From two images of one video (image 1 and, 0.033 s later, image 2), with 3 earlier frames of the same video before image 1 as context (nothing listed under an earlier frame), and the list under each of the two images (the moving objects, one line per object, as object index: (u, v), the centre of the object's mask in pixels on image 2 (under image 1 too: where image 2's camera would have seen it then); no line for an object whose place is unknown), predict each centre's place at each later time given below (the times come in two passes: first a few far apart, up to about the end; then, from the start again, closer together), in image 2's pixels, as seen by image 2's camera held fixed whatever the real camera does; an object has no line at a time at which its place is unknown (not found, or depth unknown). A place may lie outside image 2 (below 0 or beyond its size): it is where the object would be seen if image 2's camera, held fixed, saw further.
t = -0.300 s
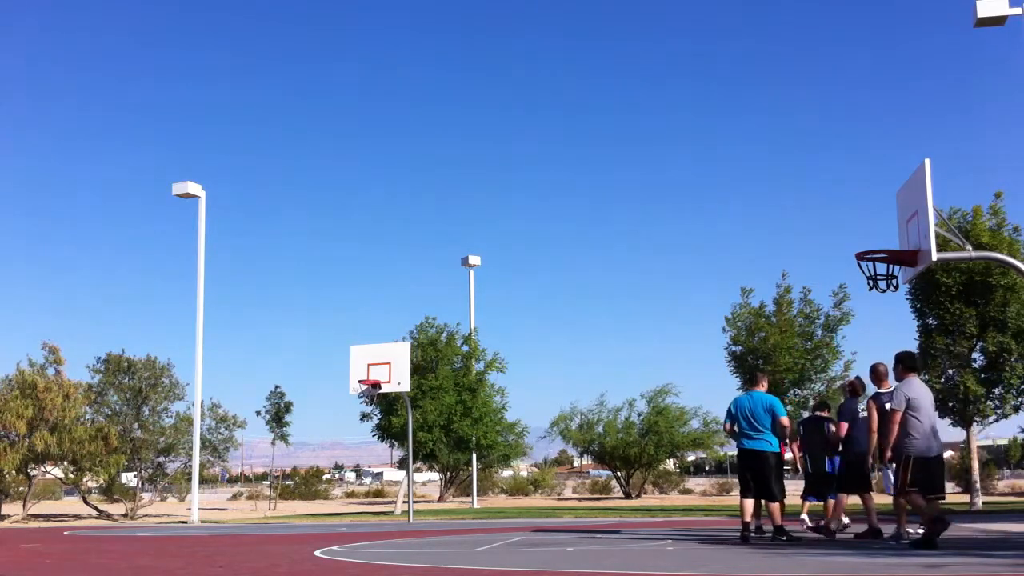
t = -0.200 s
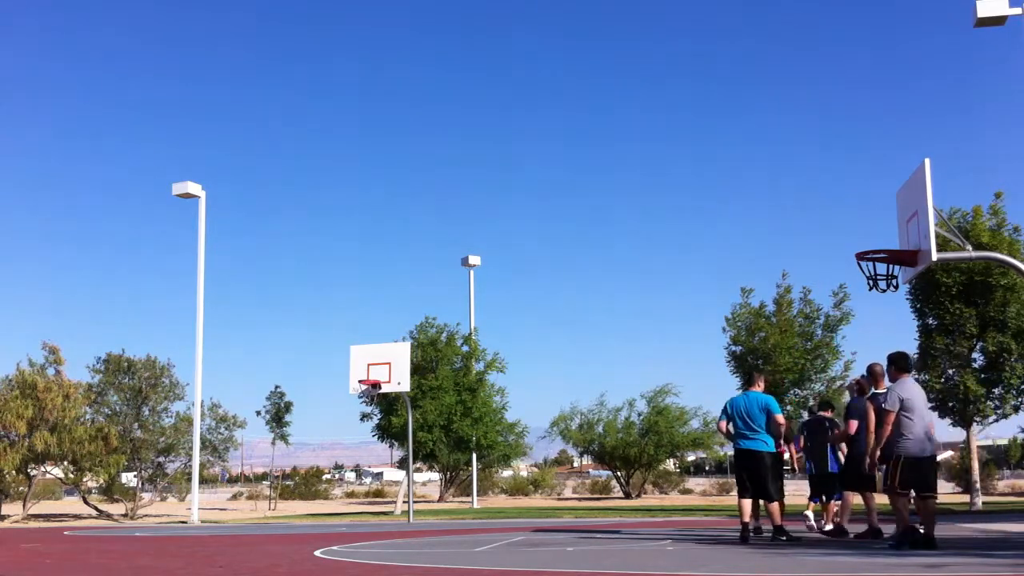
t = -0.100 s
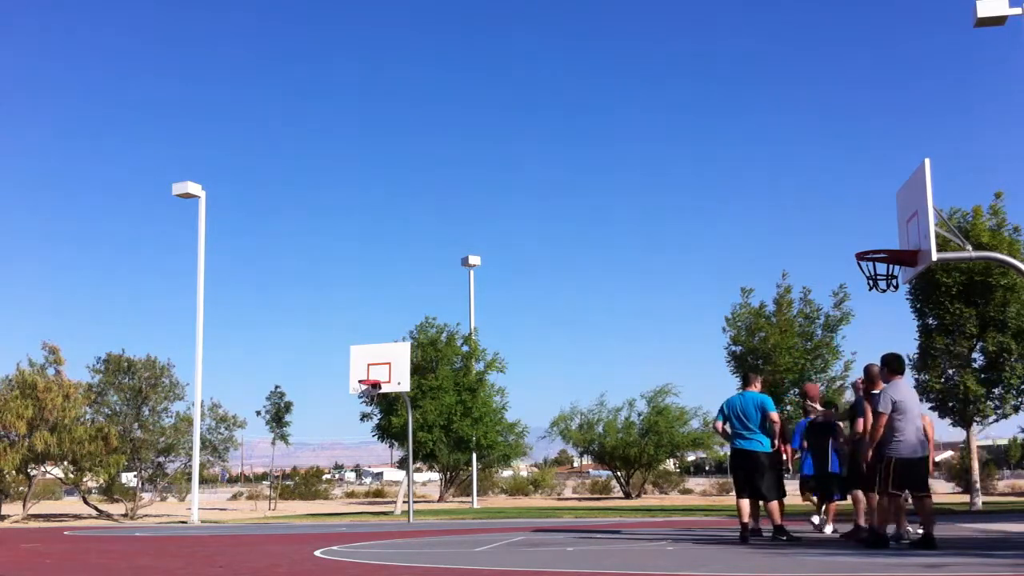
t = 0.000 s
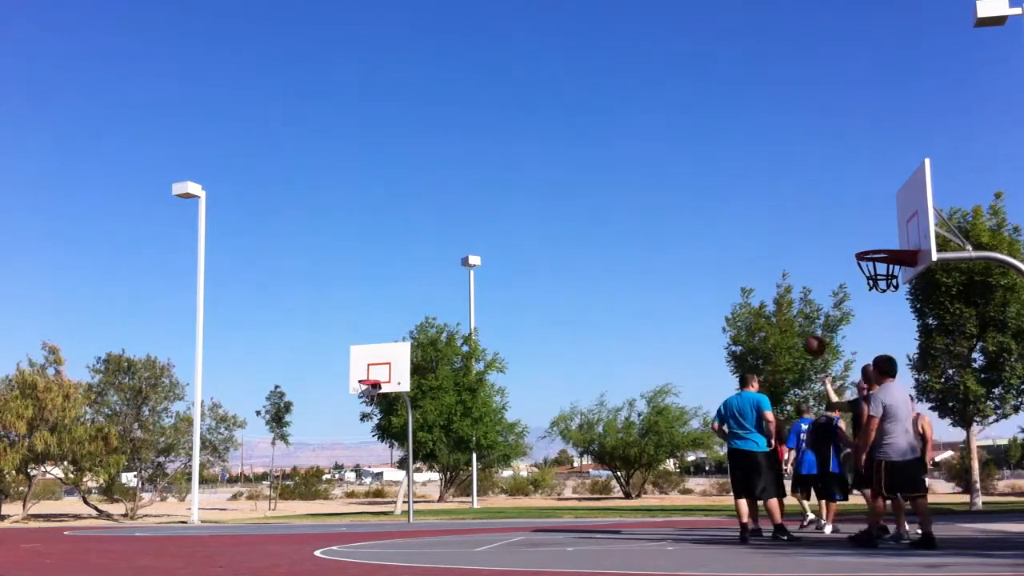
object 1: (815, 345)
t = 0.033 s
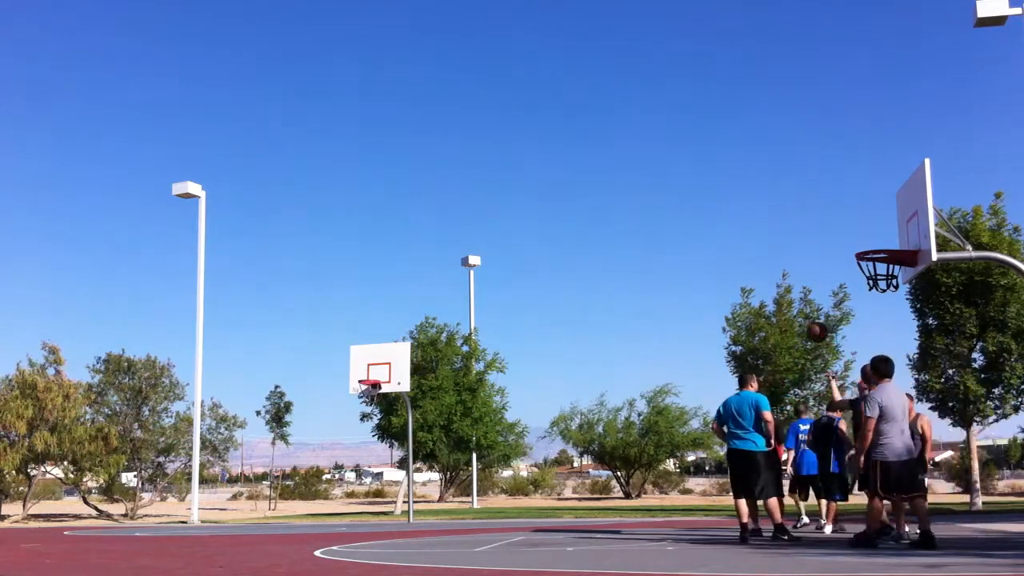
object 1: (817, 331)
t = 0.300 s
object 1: (839, 252)
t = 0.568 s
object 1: (866, 231)
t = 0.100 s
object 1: (822, 307)
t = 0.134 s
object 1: (824, 295)
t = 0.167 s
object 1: (828, 285)
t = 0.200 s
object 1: (830, 275)
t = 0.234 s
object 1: (833, 267)
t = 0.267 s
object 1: (836, 259)
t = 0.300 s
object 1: (839, 252)
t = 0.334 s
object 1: (842, 246)
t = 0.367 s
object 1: (845, 241)
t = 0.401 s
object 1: (848, 237)
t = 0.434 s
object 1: (852, 234)
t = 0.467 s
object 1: (855, 232)
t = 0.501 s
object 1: (858, 231)
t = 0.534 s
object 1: (862, 231)
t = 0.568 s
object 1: (866, 231)
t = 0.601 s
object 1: (870, 233)
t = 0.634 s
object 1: (873, 236)
